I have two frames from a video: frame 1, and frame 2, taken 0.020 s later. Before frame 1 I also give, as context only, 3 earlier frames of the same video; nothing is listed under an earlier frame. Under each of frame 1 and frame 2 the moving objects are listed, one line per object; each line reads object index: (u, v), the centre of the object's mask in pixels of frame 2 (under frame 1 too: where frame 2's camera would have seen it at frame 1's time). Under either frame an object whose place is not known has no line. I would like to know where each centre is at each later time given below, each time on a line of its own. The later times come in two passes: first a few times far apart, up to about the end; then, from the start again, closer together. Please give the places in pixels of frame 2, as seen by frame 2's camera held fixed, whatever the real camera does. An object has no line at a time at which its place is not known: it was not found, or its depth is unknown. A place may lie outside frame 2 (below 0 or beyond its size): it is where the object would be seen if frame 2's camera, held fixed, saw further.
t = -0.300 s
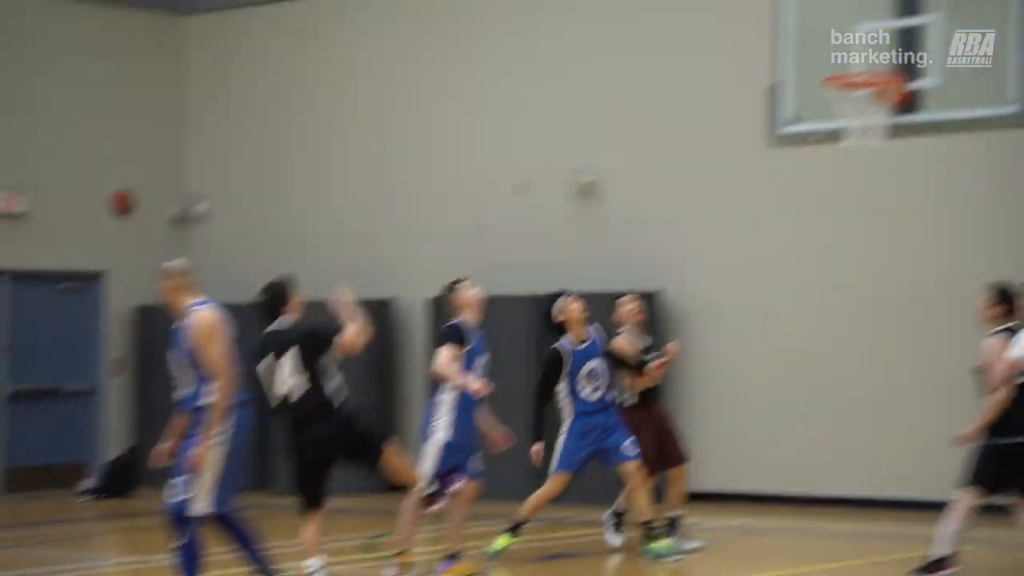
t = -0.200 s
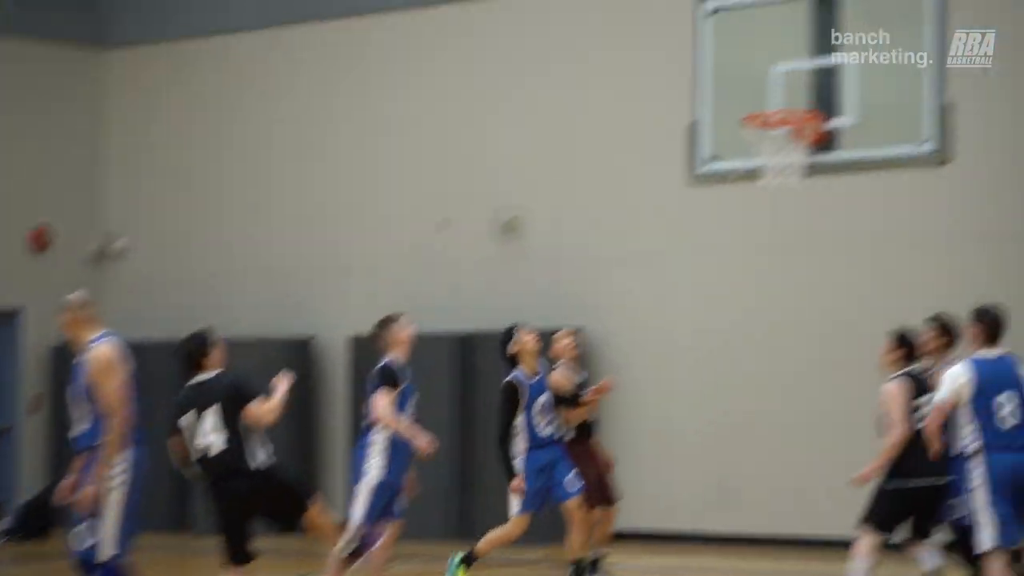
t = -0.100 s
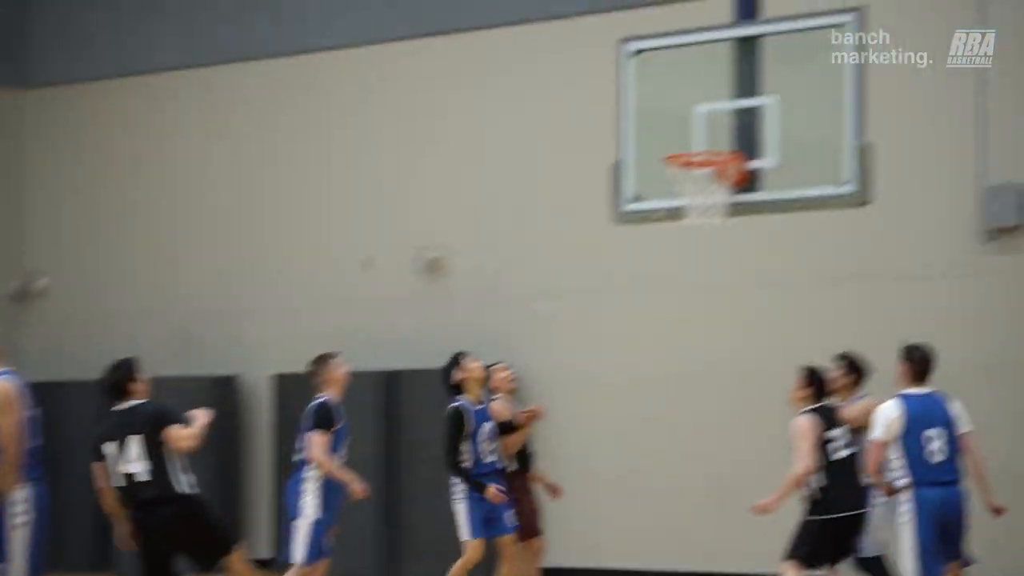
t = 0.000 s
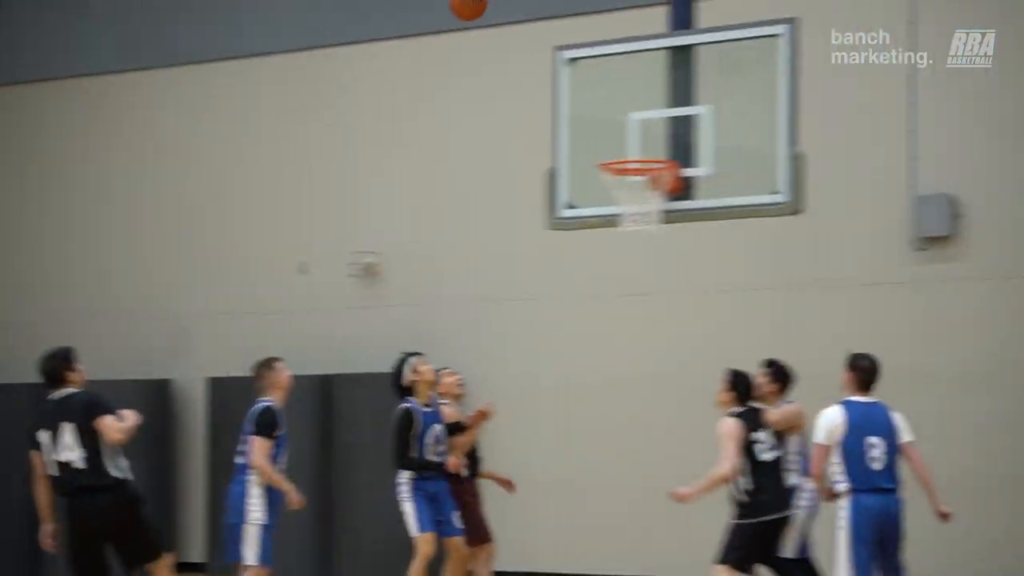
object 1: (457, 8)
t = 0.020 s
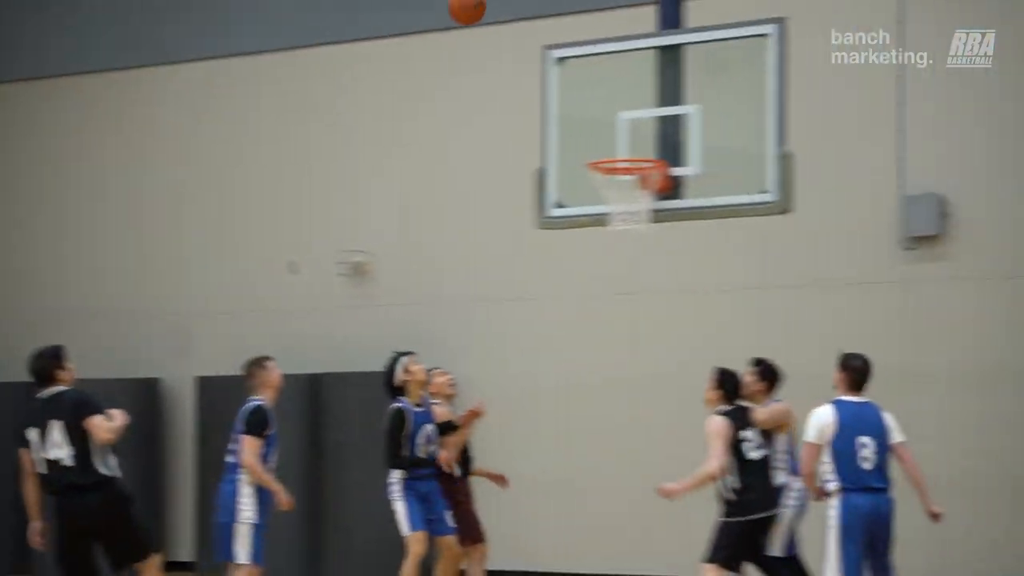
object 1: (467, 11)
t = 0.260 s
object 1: (576, 112)
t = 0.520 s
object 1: (644, 134)
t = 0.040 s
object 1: (477, 15)
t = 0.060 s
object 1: (486, 19)
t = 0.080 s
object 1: (495, 25)
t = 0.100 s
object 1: (504, 32)
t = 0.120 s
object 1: (512, 40)
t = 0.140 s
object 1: (521, 48)
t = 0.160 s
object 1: (530, 57)
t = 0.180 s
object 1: (538, 67)
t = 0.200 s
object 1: (548, 78)
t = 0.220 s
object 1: (558, 89)
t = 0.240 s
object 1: (567, 100)
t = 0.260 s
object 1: (576, 112)
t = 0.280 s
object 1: (584, 124)
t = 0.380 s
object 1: (617, 141)
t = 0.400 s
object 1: (622, 141)
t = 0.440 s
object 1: (633, 143)
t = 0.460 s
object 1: (638, 144)
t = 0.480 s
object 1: (642, 144)
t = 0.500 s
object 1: (643, 140)
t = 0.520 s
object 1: (644, 134)
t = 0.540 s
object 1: (644, 129)
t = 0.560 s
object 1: (645, 125)
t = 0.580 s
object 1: (646, 121)
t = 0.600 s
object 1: (646, 117)
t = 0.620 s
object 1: (647, 114)
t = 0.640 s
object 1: (648, 112)
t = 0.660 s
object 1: (648, 109)
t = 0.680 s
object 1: (649, 108)
